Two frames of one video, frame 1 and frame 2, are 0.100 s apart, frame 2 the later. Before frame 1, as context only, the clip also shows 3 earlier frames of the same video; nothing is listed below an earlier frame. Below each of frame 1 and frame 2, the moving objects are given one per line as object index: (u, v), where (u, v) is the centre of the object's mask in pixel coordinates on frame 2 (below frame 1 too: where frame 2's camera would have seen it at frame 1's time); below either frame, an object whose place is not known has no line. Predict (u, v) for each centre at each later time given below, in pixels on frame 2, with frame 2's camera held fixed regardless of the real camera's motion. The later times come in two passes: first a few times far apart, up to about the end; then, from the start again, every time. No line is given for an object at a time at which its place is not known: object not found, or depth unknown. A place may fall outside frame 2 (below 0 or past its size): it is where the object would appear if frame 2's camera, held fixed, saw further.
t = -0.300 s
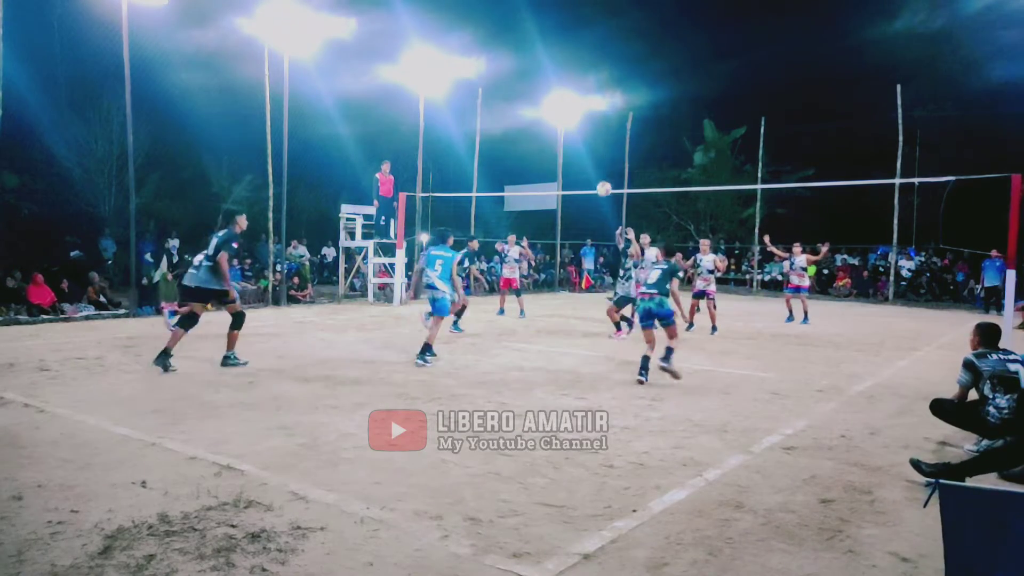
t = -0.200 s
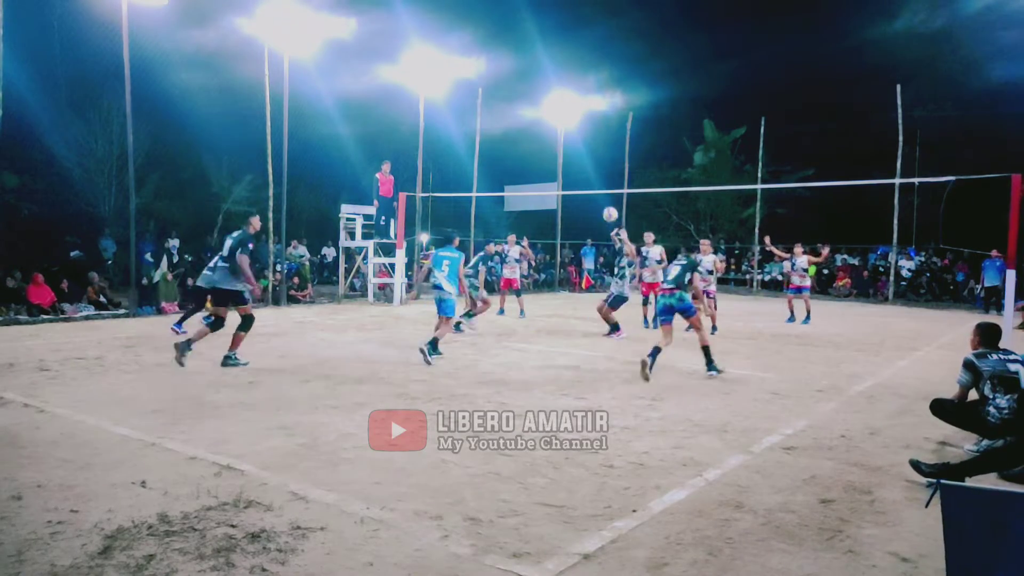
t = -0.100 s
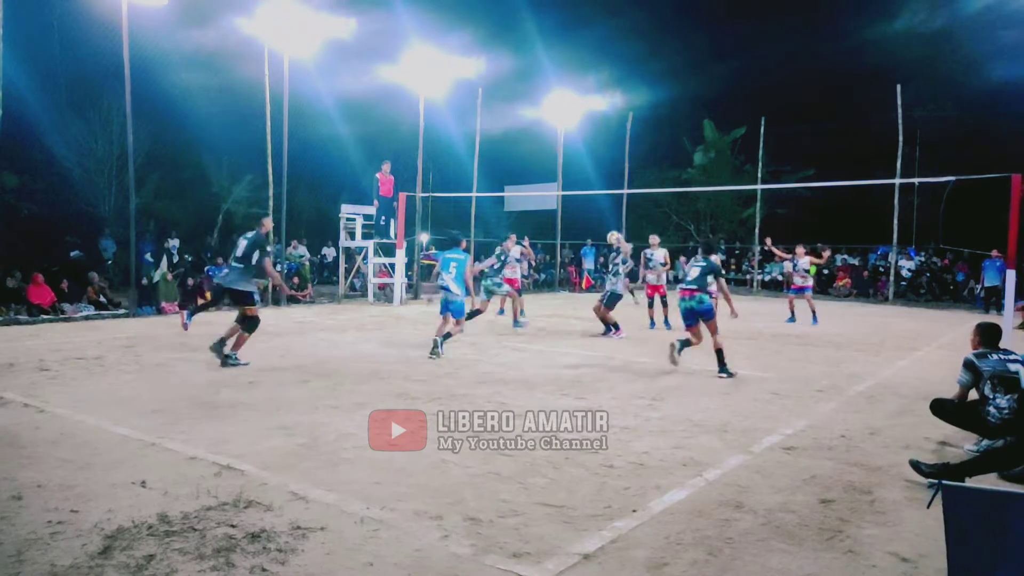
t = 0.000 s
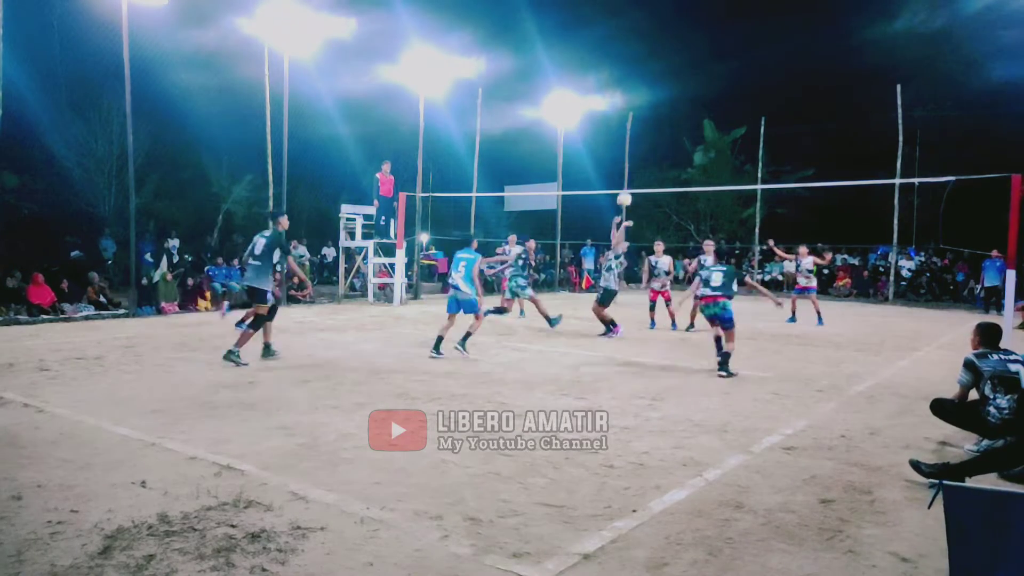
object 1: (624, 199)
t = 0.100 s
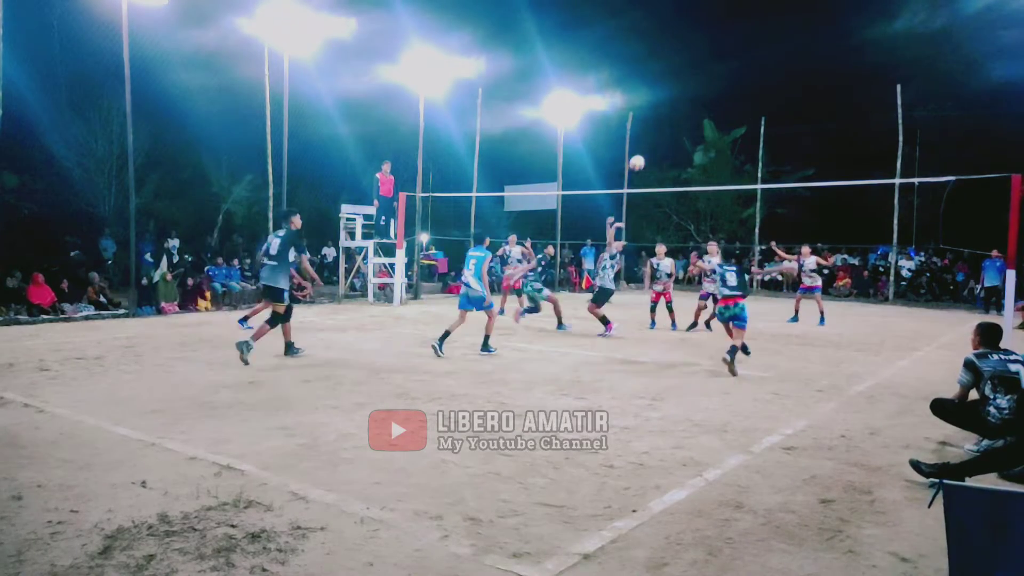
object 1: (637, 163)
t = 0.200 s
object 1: (649, 133)
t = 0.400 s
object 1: (676, 89)
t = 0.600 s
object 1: (697, 73)
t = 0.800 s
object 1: (721, 83)
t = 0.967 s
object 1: (738, 112)
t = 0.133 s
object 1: (641, 152)
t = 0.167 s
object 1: (645, 142)
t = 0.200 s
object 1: (649, 133)
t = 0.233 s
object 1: (654, 124)
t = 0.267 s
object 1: (658, 116)
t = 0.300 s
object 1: (662, 109)
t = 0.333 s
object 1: (666, 102)
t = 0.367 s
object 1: (670, 96)
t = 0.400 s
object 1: (676, 89)
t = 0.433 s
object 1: (678, 86)
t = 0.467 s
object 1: (682, 82)
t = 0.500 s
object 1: (686, 79)
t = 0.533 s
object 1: (690, 76)
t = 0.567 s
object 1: (694, 75)
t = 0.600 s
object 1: (697, 73)
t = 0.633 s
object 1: (701, 73)
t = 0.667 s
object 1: (705, 73)
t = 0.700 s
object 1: (710, 75)
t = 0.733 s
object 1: (714, 77)
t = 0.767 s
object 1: (718, 79)
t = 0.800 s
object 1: (721, 83)
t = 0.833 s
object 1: (724, 87)
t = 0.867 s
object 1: (728, 92)
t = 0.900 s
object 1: (732, 98)
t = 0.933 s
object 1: (735, 104)
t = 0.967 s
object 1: (738, 112)
